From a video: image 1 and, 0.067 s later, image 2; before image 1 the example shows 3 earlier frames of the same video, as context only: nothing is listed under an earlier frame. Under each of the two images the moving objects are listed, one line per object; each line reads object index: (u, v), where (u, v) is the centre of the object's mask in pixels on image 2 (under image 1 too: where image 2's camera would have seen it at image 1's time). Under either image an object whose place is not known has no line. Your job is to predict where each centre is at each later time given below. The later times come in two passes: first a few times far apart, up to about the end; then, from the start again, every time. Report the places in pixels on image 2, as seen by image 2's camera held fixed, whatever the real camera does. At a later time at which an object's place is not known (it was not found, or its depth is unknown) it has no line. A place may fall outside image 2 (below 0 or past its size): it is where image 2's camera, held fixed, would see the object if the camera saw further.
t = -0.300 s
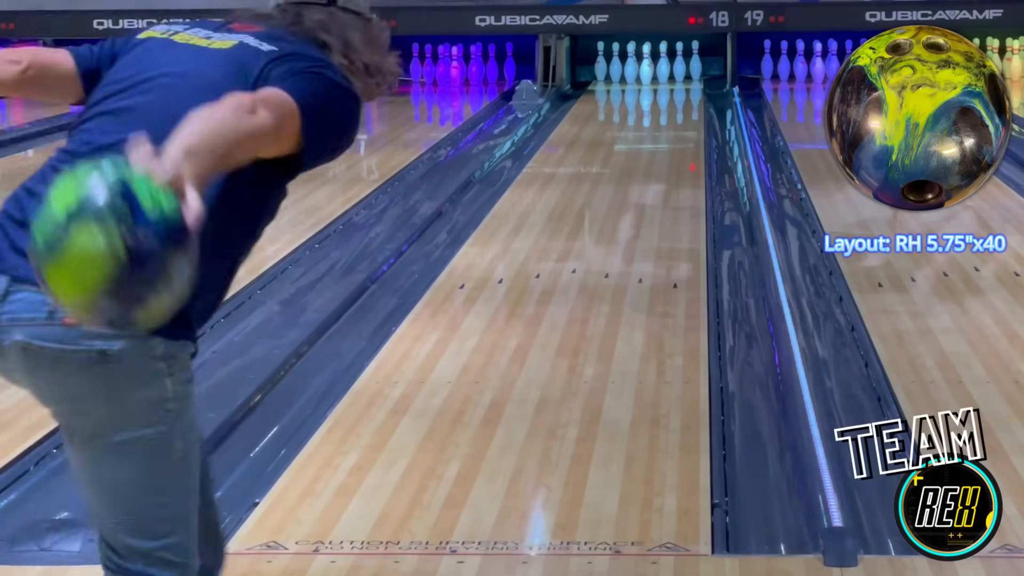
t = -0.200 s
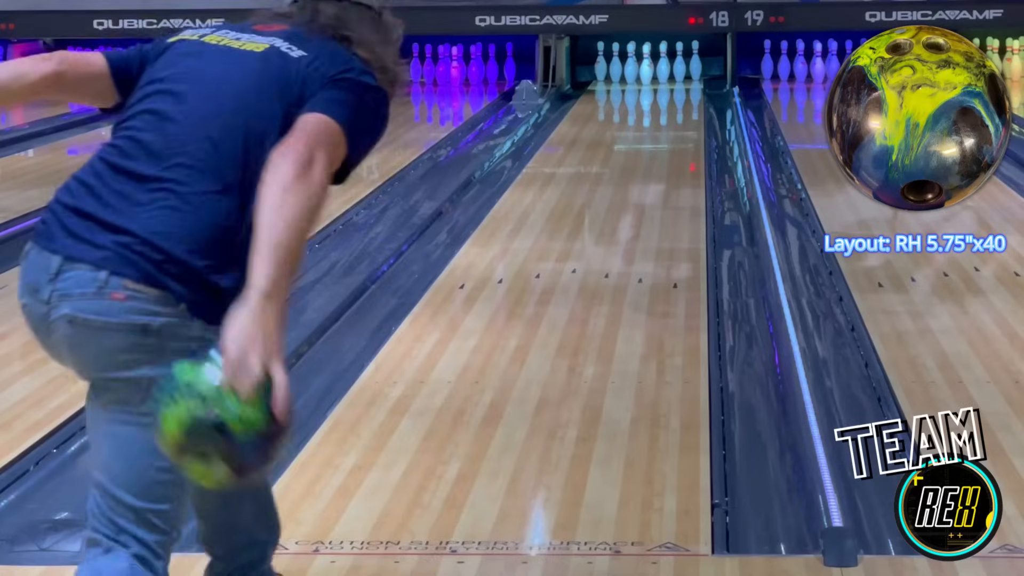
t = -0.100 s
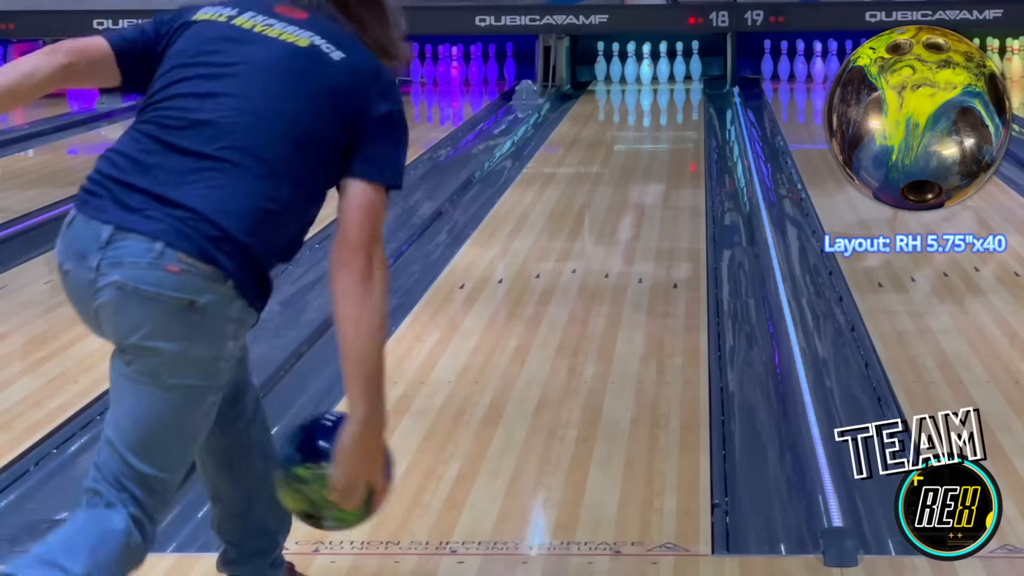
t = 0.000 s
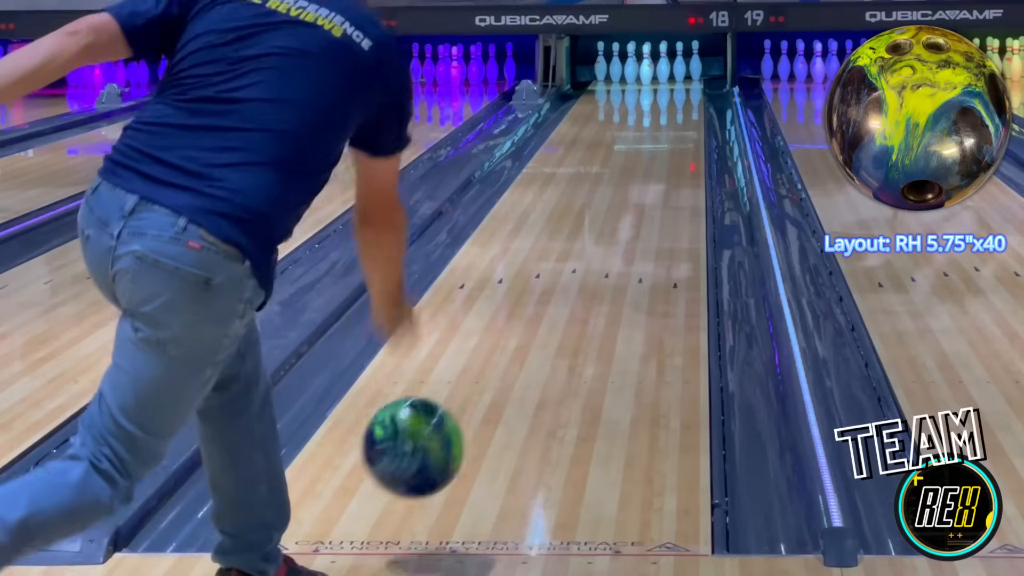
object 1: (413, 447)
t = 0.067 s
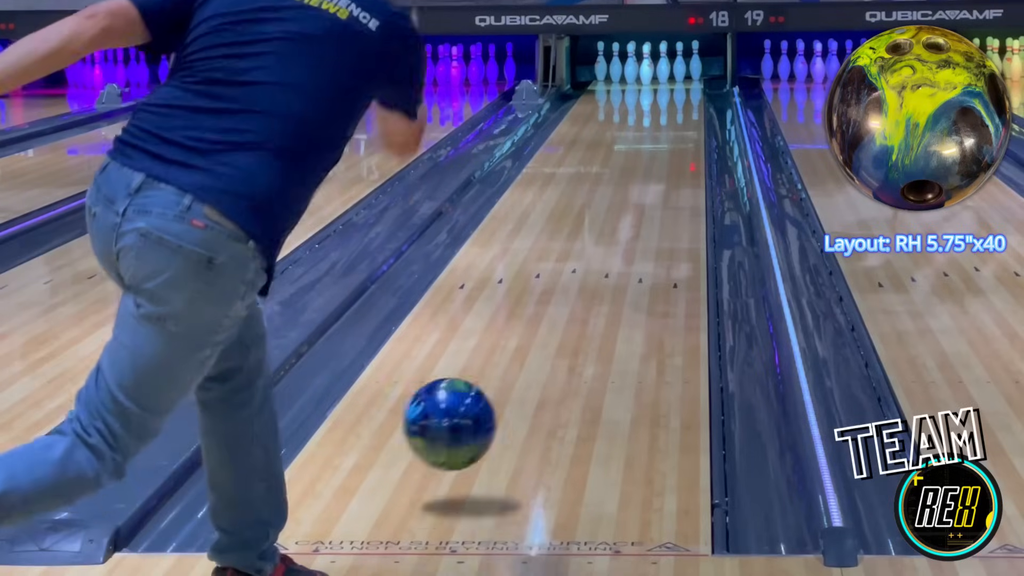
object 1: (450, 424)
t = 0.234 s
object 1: (517, 367)
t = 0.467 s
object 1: (578, 285)
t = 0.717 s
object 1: (619, 225)
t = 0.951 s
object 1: (645, 186)
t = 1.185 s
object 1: (663, 156)
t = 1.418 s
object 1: (675, 134)
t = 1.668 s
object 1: (681, 114)
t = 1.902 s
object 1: (681, 100)
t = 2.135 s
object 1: (674, 88)
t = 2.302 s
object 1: (665, 81)
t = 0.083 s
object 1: (458, 422)
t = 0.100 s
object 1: (465, 421)
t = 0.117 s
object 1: (473, 421)
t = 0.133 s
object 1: (480, 420)
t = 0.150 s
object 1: (487, 408)
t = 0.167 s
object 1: (494, 398)
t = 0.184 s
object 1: (500, 387)
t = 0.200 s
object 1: (506, 380)
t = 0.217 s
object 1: (512, 373)
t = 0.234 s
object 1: (517, 367)
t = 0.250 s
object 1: (522, 362)
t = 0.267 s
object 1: (528, 354)
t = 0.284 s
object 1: (533, 347)
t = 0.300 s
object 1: (538, 341)
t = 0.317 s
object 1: (542, 334)
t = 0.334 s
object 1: (547, 328)
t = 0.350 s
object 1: (551, 322)
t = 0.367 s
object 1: (555, 316)
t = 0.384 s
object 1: (559, 311)
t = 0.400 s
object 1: (563, 305)
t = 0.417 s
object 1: (567, 300)
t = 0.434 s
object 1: (571, 295)
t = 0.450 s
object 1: (575, 289)
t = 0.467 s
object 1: (578, 285)
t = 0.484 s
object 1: (581, 280)
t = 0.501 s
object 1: (585, 275)
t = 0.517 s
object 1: (588, 271)
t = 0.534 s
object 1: (590, 266)
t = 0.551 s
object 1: (593, 262)
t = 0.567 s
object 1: (596, 258)
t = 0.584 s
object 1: (600, 254)
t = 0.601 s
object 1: (602, 250)
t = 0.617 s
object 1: (604, 246)
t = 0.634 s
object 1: (607, 242)
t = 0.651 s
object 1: (610, 239)
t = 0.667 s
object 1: (612, 235)
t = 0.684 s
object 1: (614, 232)
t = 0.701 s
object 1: (617, 228)
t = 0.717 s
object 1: (619, 225)
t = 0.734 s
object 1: (621, 221)
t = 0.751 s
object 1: (623, 219)
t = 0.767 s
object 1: (625, 216)
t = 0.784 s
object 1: (628, 213)
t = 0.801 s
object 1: (630, 209)
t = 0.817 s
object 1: (631, 207)
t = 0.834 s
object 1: (633, 204)
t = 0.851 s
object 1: (635, 201)
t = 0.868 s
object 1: (637, 198)
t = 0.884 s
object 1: (639, 196)
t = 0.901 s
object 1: (640, 193)
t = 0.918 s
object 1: (642, 190)
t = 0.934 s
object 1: (643, 188)
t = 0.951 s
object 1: (645, 186)
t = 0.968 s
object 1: (646, 183)
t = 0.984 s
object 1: (648, 181)
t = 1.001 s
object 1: (650, 179)
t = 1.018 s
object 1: (651, 177)
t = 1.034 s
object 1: (652, 174)
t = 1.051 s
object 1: (654, 172)
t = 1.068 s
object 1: (655, 170)
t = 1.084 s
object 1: (656, 168)
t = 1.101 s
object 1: (657, 166)
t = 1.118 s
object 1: (659, 164)
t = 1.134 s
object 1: (660, 162)
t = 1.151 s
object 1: (661, 160)
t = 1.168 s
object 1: (662, 158)
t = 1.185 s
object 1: (663, 156)
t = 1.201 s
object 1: (664, 154)
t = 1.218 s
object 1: (665, 152)
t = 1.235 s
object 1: (665, 151)
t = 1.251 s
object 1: (667, 149)
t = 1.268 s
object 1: (668, 147)
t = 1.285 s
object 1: (669, 146)
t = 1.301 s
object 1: (670, 145)
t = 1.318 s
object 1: (670, 143)
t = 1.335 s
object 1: (671, 141)
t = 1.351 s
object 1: (672, 140)
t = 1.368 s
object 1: (673, 138)
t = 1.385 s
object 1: (673, 137)
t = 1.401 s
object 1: (674, 135)
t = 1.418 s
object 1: (675, 134)
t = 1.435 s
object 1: (676, 132)
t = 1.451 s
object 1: (676, 131)
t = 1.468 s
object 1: (676, 129)
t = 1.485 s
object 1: (677, 128)
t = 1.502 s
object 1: (677, 127)
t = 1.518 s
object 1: (678, 125)
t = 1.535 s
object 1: (678, 124)
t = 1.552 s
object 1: (679, 123)
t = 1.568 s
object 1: (680, 122)
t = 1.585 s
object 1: (680, 120)
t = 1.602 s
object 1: (680, 119)
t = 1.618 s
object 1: (680, 118)
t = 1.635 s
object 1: (680, 117)
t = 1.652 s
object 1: (681, 116)
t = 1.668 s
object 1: (681, 114)
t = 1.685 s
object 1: (681, 113)
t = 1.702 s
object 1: (682, 112)
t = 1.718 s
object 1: (682, 111)
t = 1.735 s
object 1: (682, 110)
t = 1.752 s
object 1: (682, 109)
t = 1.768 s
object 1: (682, 108)
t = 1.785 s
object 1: (682, 107)
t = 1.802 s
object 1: (682, 106)
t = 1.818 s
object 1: (682, 105)
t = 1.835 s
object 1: (682, 104)
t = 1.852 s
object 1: (681, 103)
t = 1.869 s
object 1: (682, 102)
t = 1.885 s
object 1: (681, 101)
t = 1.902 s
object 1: (681, 100)
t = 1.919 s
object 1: (680, 99)
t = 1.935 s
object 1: (680, 98)
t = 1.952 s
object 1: (680, 97)
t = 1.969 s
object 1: (679, 97)
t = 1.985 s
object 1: (679, 96)
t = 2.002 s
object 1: (678, 95)
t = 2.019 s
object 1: (678, 94)
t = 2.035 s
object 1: (676, 93)
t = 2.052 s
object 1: (677, 93)
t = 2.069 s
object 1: (676, 92)
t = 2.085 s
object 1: (676, 91)
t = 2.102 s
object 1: (675, 90)
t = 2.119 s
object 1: (674, 89)
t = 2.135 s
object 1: (674, 88)
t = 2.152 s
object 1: (673, 87)
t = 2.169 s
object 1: (672, 87)
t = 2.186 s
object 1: (671, 86)
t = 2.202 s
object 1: (671, 86)
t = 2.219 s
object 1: (670, 85)
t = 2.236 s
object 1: (669, 84)
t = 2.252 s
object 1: (669, 84)
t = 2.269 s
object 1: (667, 82)
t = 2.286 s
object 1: (666, 82)
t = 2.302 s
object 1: (665, 81)
